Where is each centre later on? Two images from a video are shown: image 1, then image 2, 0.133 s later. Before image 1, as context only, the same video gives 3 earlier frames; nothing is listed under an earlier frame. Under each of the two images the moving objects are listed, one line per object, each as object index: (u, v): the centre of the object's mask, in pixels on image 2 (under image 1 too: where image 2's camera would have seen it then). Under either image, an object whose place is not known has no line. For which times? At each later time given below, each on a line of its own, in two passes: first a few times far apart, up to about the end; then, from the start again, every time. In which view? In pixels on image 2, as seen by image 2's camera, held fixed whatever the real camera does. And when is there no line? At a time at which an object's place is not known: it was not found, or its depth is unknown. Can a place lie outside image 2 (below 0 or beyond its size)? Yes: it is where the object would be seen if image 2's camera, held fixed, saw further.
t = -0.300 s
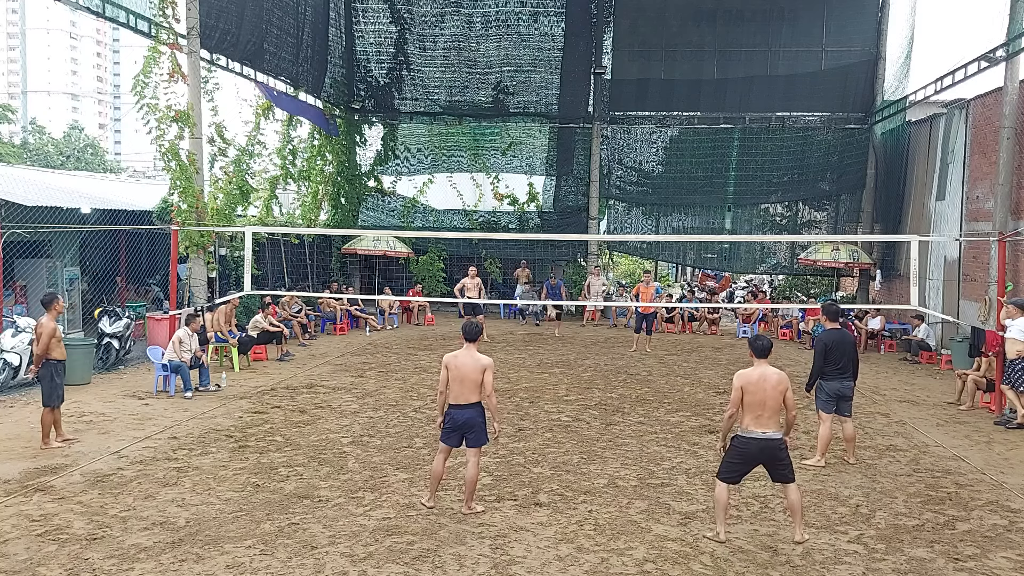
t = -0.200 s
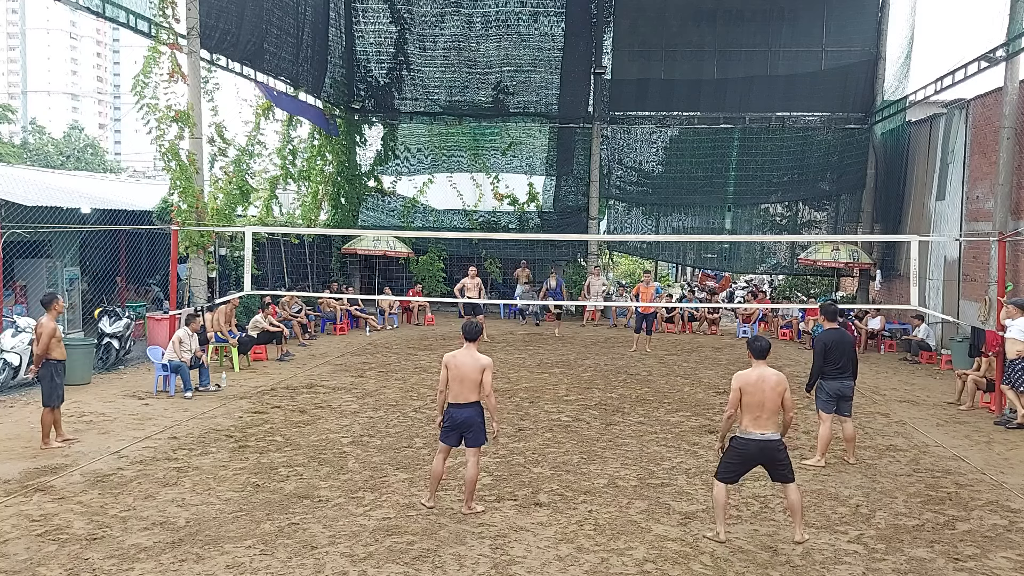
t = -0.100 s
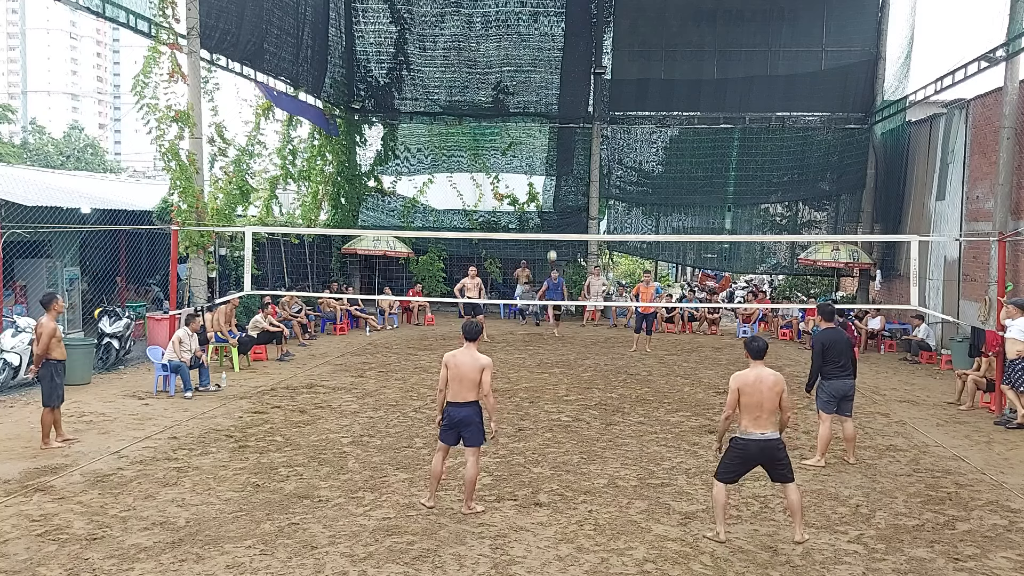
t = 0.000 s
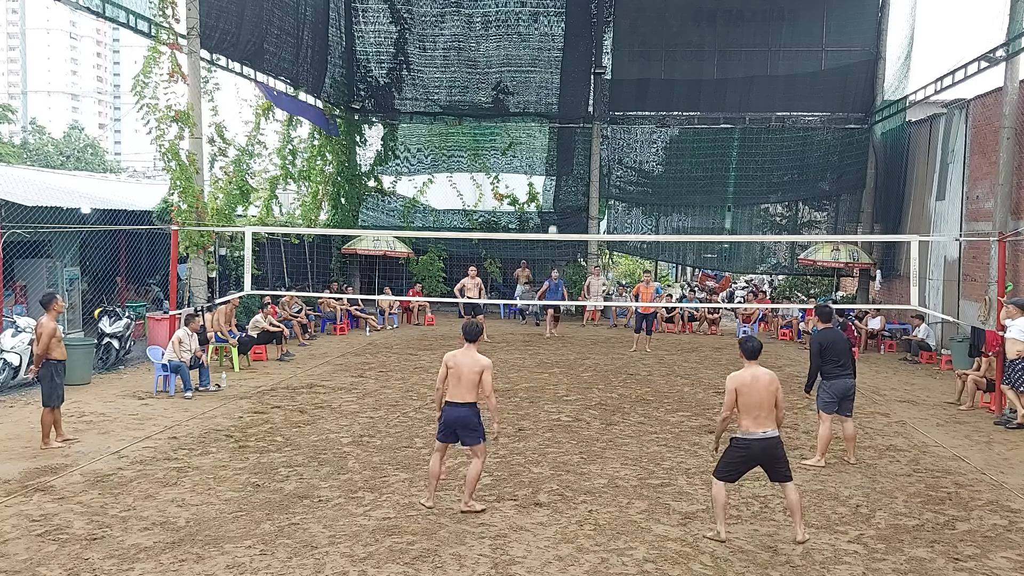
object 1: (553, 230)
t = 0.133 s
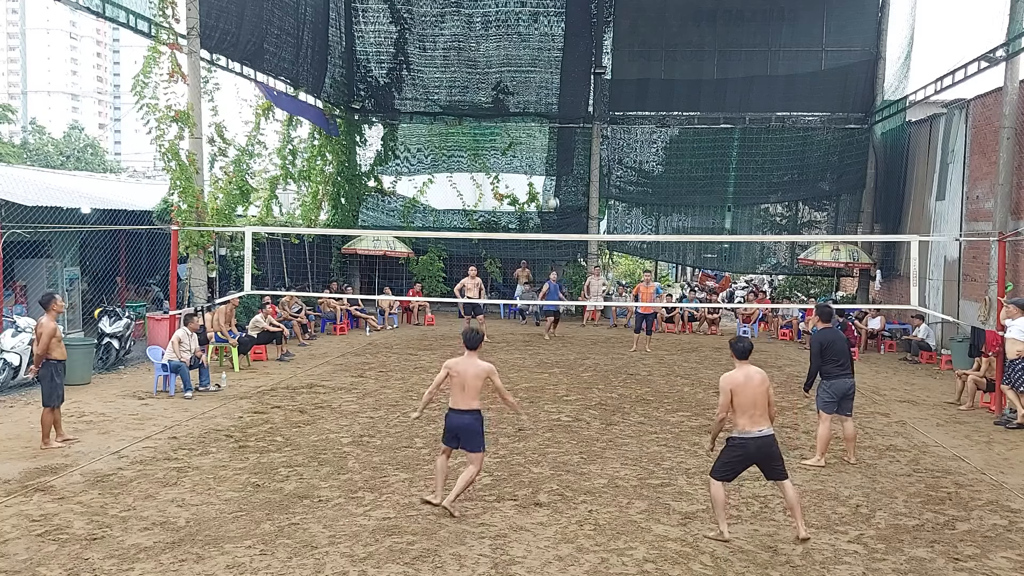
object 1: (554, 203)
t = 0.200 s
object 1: (555, 191)
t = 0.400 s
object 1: (555, 167)
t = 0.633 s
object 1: (556, 166)
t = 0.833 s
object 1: (557, 196)
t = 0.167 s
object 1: (554, 196)
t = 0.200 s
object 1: (555, 191)
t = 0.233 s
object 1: (555, 186)
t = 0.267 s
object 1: (555, 181)
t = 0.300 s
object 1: (555, 177)
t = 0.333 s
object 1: (555, 173)
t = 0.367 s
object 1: (555, 170)
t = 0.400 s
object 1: (555, 167)
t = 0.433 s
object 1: (555, 165)
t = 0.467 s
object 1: (556, 164)
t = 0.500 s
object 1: (556, 163)
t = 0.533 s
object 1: (556, 163)
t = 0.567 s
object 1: (556, 163)
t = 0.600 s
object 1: (556, 164)
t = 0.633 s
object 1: (556, 166)
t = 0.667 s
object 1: (556, 169)
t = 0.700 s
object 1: (556, 173)
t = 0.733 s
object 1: (556, 177)
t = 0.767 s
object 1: (557, 182)
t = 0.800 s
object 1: (557, 188)
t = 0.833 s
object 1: (557, 196)
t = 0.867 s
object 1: (557, 204)
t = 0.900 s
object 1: (558, 213)
